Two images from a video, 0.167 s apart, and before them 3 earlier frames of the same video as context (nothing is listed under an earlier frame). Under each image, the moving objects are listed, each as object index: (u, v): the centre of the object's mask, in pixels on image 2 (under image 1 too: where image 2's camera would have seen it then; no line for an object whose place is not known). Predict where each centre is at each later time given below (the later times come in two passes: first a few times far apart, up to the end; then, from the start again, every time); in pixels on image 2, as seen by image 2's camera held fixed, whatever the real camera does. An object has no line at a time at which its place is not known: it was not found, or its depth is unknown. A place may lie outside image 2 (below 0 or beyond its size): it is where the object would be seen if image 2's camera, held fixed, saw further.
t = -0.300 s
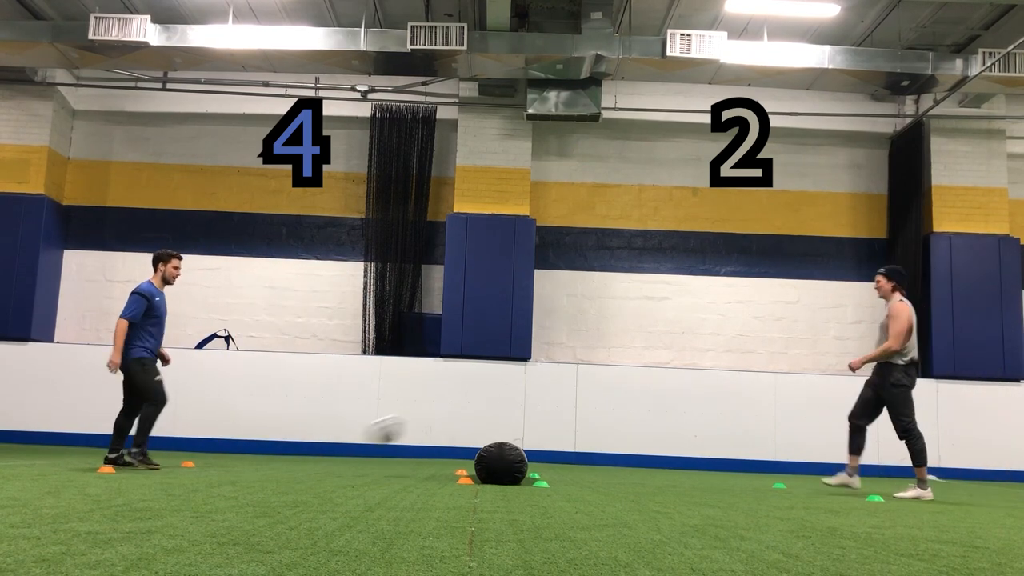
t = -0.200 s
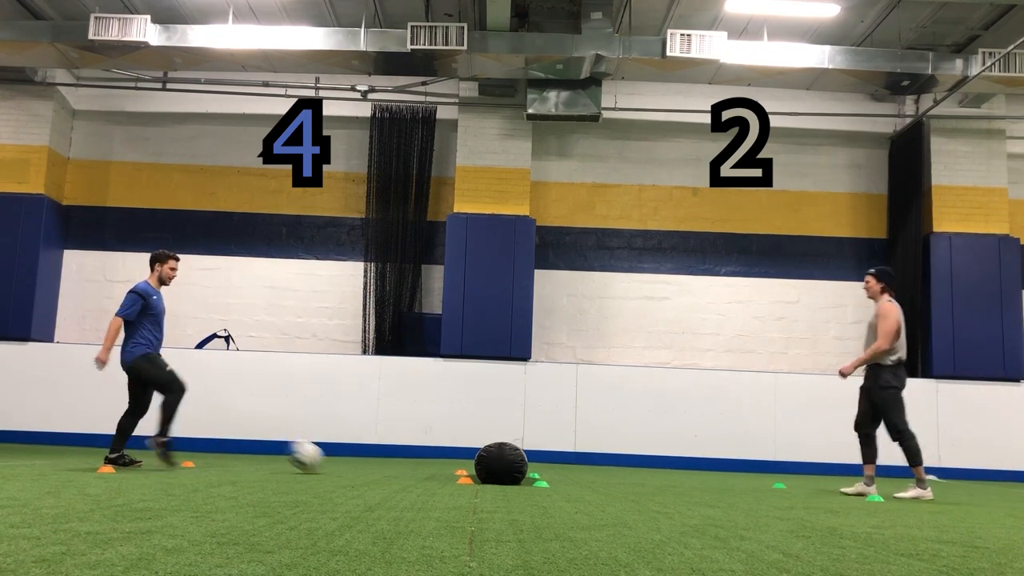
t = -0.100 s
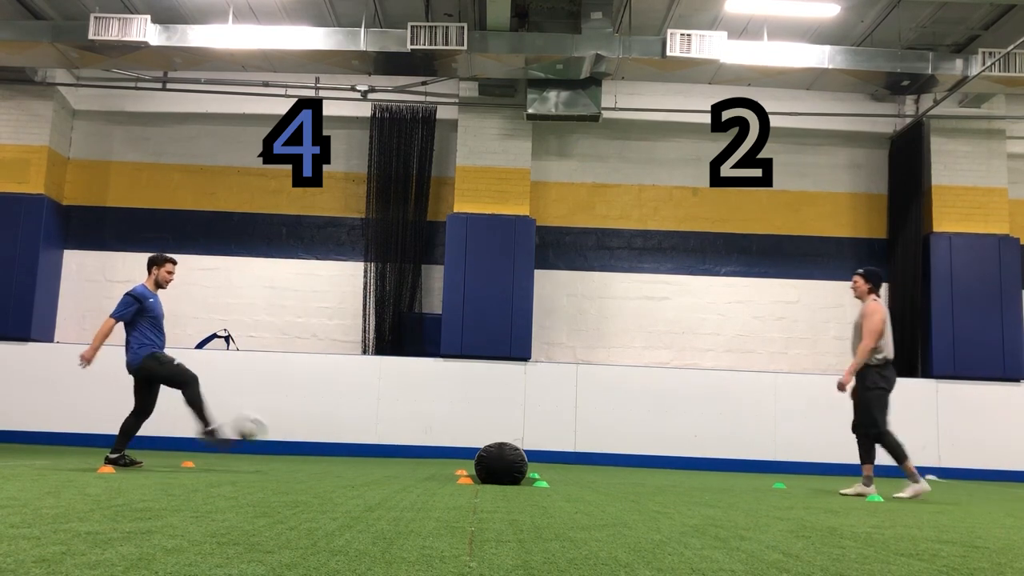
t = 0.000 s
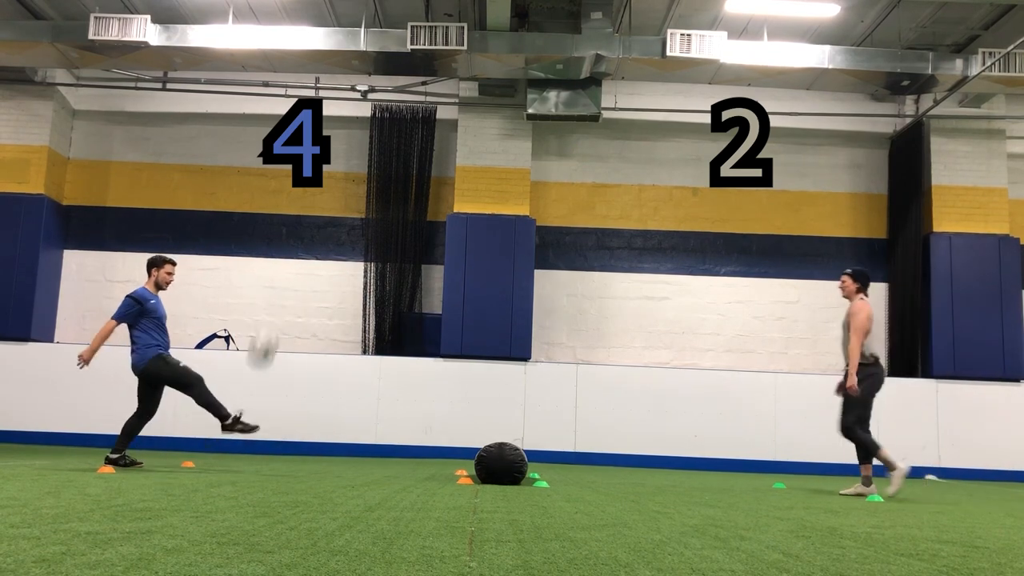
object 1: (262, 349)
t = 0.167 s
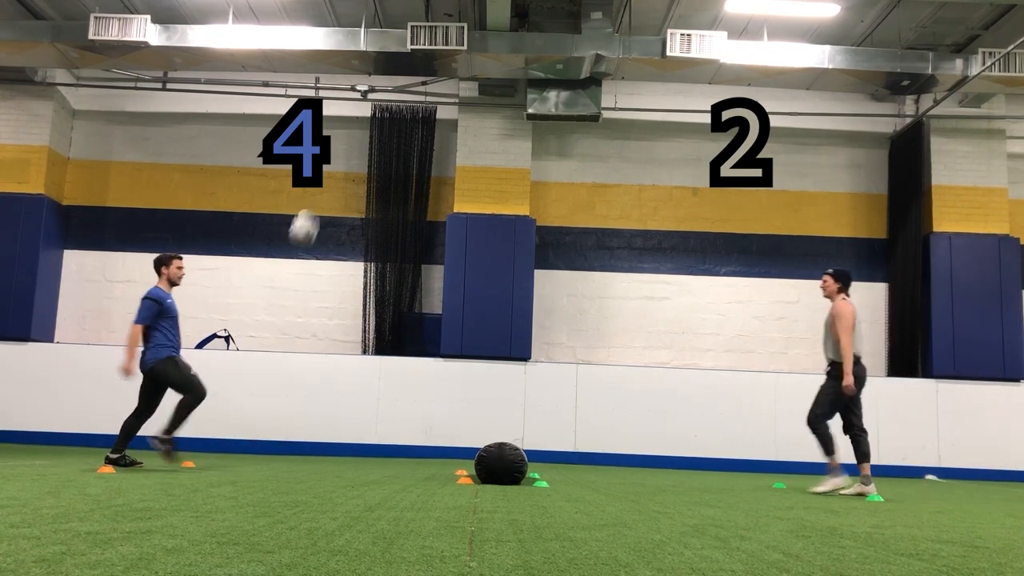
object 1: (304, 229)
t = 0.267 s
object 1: (330, 175)
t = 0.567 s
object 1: (378, 89)
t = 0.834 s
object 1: (418, 99)
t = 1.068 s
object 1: (448, 170)
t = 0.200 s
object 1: (311, 209)
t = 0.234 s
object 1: (319, 192)
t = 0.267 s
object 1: (330, 175)
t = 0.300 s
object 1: (336, 160)
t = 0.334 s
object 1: (340, 147)
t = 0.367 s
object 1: (344, 134)
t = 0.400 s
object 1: (350, 123)
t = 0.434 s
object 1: (354, 115)
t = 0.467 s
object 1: (361, 106)
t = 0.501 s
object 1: (367, 99)
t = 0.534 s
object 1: (372, 93)
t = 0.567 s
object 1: (378, 89)
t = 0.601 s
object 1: (383, 87)
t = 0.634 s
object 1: (388, 85)
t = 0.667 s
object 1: (393, 84)
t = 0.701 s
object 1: (398, 85)
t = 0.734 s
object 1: (403, 87)
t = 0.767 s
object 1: (409, 90)
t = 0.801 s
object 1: (413, 93)
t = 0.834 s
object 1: (418, 99)
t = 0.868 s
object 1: (422, 107)
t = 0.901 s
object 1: (427, 114)
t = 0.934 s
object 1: (431, 123)
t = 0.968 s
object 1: (436, 133)
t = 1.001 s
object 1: (439, 142)
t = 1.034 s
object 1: (445, 155)
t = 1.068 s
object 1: (448, 170)
